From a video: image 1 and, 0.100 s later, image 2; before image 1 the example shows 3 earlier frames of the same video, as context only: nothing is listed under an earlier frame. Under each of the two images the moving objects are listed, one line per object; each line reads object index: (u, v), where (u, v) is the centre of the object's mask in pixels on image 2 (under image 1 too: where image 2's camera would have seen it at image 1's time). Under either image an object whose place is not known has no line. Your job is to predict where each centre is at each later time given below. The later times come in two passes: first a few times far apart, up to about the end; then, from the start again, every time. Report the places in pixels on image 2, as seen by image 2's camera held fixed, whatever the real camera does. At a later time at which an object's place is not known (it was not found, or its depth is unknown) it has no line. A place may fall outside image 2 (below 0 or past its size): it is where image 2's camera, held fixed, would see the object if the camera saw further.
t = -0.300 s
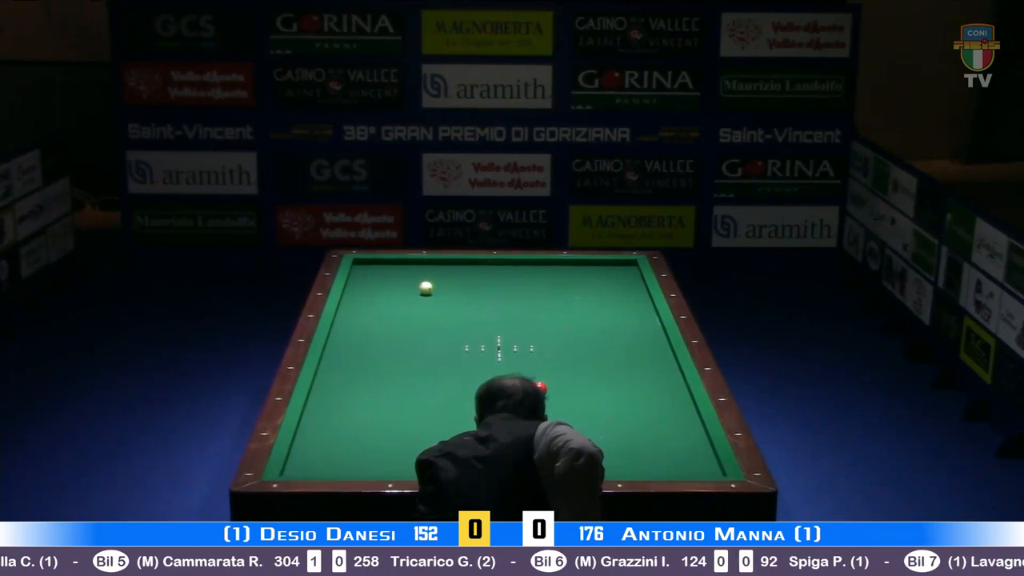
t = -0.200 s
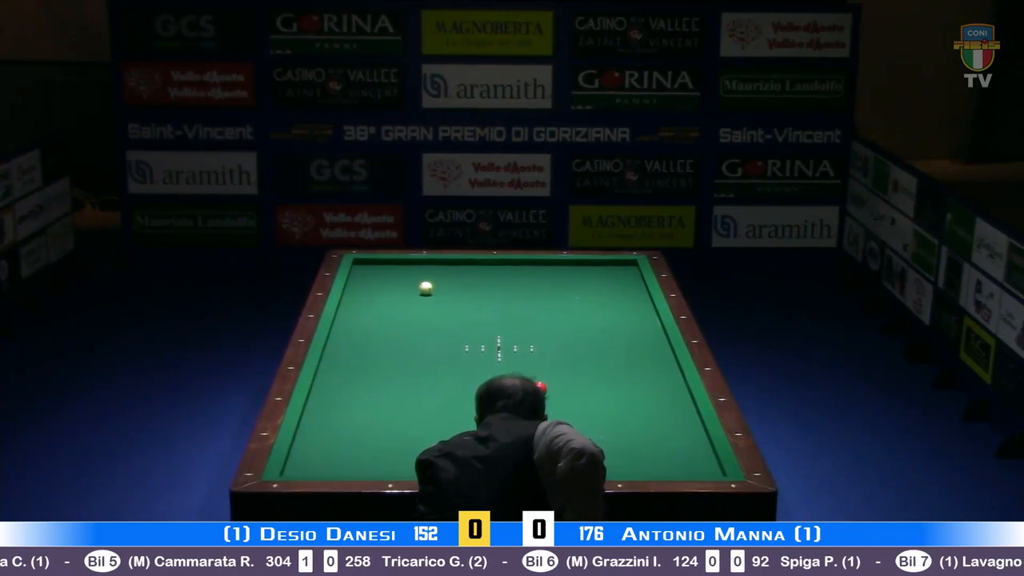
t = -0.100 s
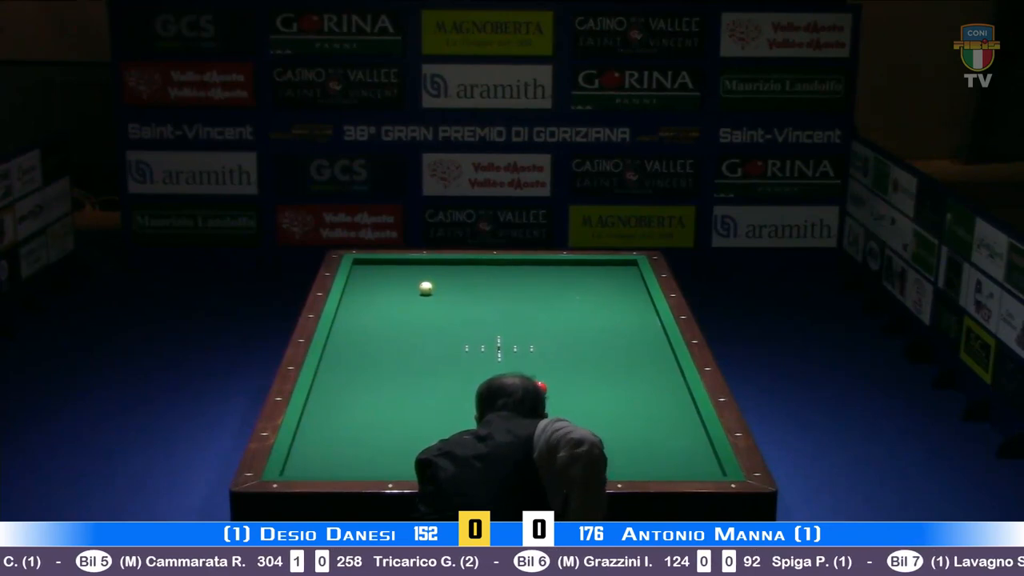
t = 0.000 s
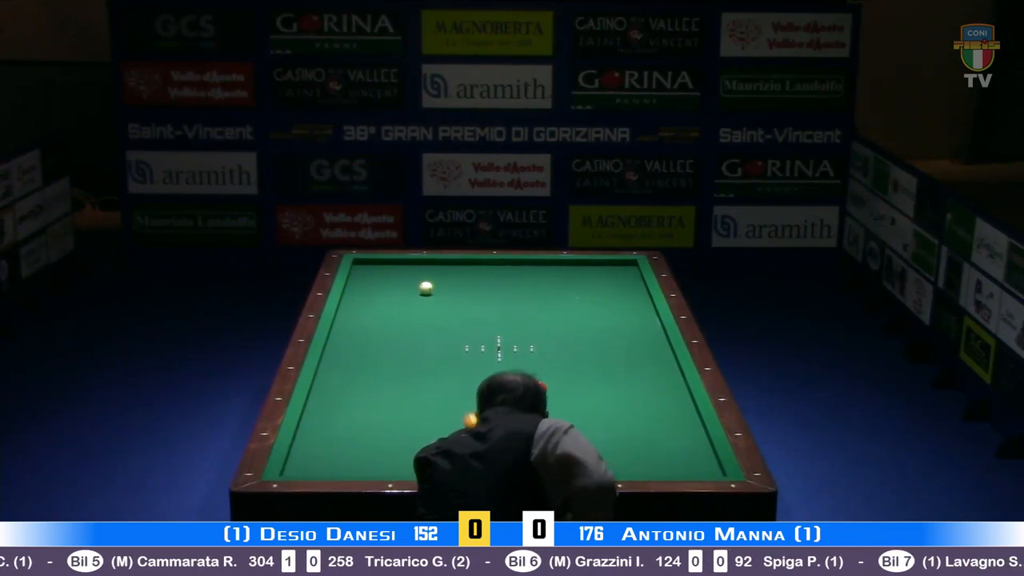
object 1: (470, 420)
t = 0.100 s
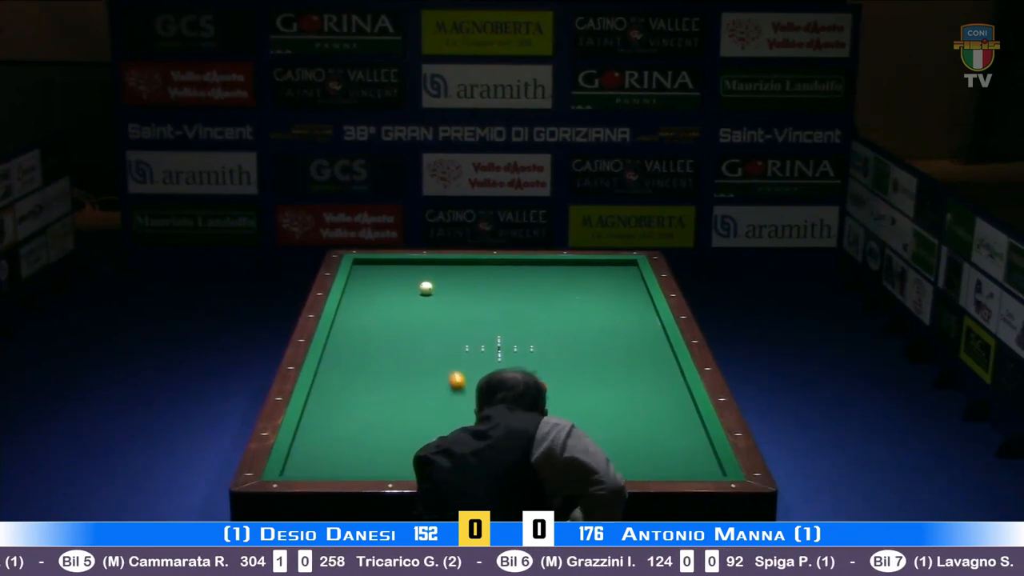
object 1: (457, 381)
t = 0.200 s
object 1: (444, 344)
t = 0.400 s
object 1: (422, 291)
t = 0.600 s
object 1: (390, 288)
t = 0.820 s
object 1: (359, 282)
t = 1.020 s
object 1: (367, 279)
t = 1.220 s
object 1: (381, 276)
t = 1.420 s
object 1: (394, 274)
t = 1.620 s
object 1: (408, 272)
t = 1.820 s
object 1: (421, 269)
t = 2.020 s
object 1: (433, 266)
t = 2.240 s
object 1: (446, 264)
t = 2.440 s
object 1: (457, 262)
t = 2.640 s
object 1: (466, 261)
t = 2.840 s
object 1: (474, 262)
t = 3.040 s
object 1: (481, 263)
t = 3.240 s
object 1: (488, 264)
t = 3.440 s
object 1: (494, 265)
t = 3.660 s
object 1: (504, 261)
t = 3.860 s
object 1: (507, 267)
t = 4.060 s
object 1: (510, 273)
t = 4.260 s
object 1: (518, 278)
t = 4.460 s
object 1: (520, 284)
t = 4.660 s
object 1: (524, 290)
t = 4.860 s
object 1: (528, 296)
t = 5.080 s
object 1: (532, 303)
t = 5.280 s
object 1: (536, 309)
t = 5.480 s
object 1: (542, 314)
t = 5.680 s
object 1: (547, 321)
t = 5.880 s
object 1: (548, 329)
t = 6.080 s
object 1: (552, 335)
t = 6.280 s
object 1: (556, 341)
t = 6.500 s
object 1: (560, 349)
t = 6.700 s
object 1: (565, 355)
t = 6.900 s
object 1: (569, 362)
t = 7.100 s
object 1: (573, 369)
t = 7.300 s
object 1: (578, 375)
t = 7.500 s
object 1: (582, 382)
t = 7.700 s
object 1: (586, 389)
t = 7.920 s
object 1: (591, 396)
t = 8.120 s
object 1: (595, 403)
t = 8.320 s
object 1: (600, 410)
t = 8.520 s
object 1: (604, 416)
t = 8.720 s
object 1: (609, 423)
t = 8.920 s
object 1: (613, 430)
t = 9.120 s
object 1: (618, 437)
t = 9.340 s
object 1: (622, 445)
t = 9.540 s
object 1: (627, 451)
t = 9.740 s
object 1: (631, 458)
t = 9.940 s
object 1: (636, 464)
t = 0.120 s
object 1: (454, 372)
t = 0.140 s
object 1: (451, 365)
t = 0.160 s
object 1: (448, 358)
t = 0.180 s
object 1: (446, 351)
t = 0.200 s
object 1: (444, 344)
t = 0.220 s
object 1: (441, 337)
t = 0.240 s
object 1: (440, 331)
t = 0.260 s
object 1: (437, 325)
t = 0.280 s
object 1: (435, 319)
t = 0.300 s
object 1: (433, 313)
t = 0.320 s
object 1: (431, 308)
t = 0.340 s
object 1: (429, 302)
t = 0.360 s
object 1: (427, 297)
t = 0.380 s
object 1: (425, 293)
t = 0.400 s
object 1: (422, 291)
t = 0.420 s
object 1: (419, 291)
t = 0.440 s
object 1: (416, 291)
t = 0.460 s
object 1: (412, 290)
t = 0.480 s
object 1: (409, 290)
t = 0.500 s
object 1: (406, 290)
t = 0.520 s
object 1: (402, 290)
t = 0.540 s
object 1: (399, 290)
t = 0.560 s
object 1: (396, 289)
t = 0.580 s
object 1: (393, 289)
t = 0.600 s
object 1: (390, 288)
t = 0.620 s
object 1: (387, 288)
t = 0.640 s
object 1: (384, 287)
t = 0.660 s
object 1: (381, 287)
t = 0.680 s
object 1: (378, 286)
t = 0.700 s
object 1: (375, 286)
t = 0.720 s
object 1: (372, 285)
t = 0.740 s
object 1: (369, 285)
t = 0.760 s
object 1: (367, 284)
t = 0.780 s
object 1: (364, 284)
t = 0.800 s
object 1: (361, 283)
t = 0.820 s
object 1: (359, 282)
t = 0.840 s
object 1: (356, 282)
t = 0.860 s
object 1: (353, 281)
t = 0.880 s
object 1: (352, 281)
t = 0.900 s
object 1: (354, 281)
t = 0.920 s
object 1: (357, 280)
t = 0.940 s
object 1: (358, 280)
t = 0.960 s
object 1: (361, 280)
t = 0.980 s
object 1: (363, 280)
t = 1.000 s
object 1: (365, 280)
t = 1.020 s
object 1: (367, 279)
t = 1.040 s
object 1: (368, 279)
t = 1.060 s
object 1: (370, 278)
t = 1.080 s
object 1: (371, 278)
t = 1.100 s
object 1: (372, 278)
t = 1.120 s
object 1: (374, 278)
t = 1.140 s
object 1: (375, 278)
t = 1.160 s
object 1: (377, 277)
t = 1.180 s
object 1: (378, 277)
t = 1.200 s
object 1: (380, 277)
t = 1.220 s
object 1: (381, 276)
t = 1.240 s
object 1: (382, 276)
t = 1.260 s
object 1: (384, 276)
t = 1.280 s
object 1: (385, 276)
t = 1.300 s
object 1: (387, 276)
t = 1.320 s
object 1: (388, 275)
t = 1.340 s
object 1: (389, 275)
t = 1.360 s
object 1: (390, 275)
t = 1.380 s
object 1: (392, 274)
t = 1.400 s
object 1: (393, 274)
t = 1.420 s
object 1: (394, 274)
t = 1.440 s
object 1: (396, 274)
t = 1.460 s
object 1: (397, 273)
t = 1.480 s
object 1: (399, 273)
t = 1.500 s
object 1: (400, 273)
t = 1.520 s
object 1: (401, 272)
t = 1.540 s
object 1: (403, 272)
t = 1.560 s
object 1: (404, 272)
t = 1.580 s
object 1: (405, 272)
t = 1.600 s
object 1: (407, 272)
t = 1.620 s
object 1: (408, 272)
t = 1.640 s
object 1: (409, 271)
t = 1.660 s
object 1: (410, 271)
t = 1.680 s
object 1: (412, 271)
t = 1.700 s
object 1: (413, 270)
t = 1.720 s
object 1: (414, 270)
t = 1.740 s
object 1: (416, 270)
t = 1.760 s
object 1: (417, 270)
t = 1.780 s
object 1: (418, 270)
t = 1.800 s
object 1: (419, 269)
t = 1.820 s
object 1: (421, 269)
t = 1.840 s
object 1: (422, 269)
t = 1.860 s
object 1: (423, 268)
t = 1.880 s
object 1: (424, 268)
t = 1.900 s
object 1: (425, 268)
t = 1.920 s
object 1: (427, 268)
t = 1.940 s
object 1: (428, 268)
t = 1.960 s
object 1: (429, 267)
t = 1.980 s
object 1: (431, 267)
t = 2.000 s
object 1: (432, 267)
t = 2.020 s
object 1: (433, 266)
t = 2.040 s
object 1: (434, 266)
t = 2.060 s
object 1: (435, 266)
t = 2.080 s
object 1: (436, 266)
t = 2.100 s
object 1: (437, 266)
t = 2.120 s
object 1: (439, 265)
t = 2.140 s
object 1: (440, 265)
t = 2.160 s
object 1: (441, 265)
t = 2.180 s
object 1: (443, 265)
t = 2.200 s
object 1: (443, 265)
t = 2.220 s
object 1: (445, 264)
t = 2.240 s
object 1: (446, 264)
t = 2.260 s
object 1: (447, 264)
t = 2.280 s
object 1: (448, 264)
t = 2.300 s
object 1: (449, 264)
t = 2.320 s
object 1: (451, 263)
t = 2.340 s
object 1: (451, 263)
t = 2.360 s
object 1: (452, 263)
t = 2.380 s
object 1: (454, 262)
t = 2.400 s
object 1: (455, 263)
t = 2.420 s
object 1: (456, 262)
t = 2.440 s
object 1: (457, 262)
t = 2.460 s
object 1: (458, 262)
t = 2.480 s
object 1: (459, 262)
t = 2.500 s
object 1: (460, 262)
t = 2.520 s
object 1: (461, 261)
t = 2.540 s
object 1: (462, 261)
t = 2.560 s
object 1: (463, 261)
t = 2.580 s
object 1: (464, 261)
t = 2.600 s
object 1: (465, 261)
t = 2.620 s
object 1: (465, 261)
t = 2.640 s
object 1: (466, 261)
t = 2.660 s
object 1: (467, 262)
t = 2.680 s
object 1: (468, 262)
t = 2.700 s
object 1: (469, 262)
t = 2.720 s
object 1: (469, 262)
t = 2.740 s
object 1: (470, 262)
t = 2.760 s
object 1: (471, 262)
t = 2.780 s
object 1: (471, 262)
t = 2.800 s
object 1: (472, 262)
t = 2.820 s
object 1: (473, 262)
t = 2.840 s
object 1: (474, 262)
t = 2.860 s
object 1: (474, 263)
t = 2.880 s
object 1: (475, 263)
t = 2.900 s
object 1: (476, 263)
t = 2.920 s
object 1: (476, 263)
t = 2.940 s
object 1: (477, 263)
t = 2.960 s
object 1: (478, 263)
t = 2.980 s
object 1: (479, 263)
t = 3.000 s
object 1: (480, 263)
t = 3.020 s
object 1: (480, 264)
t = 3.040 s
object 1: (481, 263)
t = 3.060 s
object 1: (482, 264)
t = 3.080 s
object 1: (482, 264)
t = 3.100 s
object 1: (483, 264)
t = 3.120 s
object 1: (484, 264)
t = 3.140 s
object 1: (485, 264)
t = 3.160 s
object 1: (485, 264)
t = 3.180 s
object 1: (486, 264)
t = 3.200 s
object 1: (486, 264)
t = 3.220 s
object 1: (487, 264)
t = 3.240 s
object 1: (488, 264)
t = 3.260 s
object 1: (488, 264)
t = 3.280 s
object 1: (489, 265)
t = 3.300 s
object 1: (489, 265)
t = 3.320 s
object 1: (490, 265)
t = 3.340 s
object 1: (491, 265)
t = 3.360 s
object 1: (492, 265)
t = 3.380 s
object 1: (493, 265)
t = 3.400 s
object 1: (493, 265)
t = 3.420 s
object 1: (494, 265)
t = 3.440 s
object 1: (494, 265)
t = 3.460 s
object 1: (495, 265)
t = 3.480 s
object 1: (496, 264)
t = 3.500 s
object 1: (496, 264)
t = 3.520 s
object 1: (497, 263)
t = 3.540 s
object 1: (497, 263)
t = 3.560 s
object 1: (498, 262)
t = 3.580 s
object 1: (499, 262)
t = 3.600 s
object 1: (501, 262)
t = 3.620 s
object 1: (502, 262)
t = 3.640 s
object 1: (503, 261)
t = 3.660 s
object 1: (504, 261)
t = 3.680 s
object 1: (505, 261)
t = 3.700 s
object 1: (505, 261)
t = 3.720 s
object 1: (506, 262)
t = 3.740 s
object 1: (506, 263)
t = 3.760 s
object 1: (506, 264)
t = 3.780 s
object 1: (507, 264)
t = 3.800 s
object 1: (506, 265)
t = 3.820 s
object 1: (507, 266)
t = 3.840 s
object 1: (507, 266)
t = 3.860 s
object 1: (507, 267)
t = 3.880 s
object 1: (508, 268)
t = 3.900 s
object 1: (508, 268)
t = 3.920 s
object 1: (508, 269)
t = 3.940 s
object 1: (509, 269)
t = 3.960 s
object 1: (509, 270)
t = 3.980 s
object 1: (509, 270)
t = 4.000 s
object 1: (509, 271)
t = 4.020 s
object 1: (510, 272)
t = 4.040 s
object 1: (510, 272)
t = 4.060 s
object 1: (510, 273)
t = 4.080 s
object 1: (511, 273)
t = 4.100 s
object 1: (511, 274)
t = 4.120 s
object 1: (511, 275)
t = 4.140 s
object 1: (511, 275)
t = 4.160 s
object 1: (511, 276)
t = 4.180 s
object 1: (510, 276)
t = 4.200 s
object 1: (514, 277)
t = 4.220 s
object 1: (519, 276)
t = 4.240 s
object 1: (519, 277)
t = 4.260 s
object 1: (518, 278)
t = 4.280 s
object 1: (517, 279)
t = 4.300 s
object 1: (517, 279)
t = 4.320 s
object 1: (517, 280)
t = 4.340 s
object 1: (518, 281)
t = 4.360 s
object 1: (518, 281)
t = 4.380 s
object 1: (518, 282)
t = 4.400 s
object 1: (519, 283)
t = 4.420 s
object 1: (519, 283)
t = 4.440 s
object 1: (519, 284)
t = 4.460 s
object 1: (520, 284)
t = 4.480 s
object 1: (520, 285)
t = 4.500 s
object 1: (521, 286)
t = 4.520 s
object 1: (521, 286)
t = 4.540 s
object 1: (521, 287)
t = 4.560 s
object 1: (522, 287)
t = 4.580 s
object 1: (522, 288)
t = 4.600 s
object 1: (522, 289)
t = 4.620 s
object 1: (523, 289)
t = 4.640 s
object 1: (523, 290)
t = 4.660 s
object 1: (524, 290)
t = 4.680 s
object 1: (524, 291)
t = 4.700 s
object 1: (524, 292)
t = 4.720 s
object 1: (525, 292)
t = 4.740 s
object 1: (525, 293)
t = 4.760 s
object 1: (526, 293)
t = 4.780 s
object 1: (526, 294)
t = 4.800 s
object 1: (526, 294)
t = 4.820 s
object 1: (527, 295)
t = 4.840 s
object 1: (527, 296)
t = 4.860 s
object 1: (528, 296)
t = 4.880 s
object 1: (528, 297)
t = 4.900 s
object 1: (528, 298)
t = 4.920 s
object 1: (529, 298)
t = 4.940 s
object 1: (530, 299)
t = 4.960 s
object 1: (530, 299)
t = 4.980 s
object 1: (530, 300)
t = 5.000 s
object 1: (531, 300)
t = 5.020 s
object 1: (531, 301)
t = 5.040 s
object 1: (532, 302)
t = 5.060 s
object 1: (532, 302)
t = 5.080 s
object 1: (532, 303)
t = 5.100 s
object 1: (533, 303)
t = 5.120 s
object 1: (533, 304)
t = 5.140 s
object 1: (533, 304)
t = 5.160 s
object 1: (534, 305)
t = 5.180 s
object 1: (535, 305)
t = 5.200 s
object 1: (535, 306)
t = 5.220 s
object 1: (535, 306)
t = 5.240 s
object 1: (536, 307)
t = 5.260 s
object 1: (536, 308)
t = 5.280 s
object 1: (536, 309)
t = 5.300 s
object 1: (537, 309)
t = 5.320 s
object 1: (537, 309)
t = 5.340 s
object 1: (538, 310)
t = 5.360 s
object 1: (538, 310)
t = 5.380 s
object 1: (539, 311)
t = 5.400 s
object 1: (540, 312)
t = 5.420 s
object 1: (540, 312)
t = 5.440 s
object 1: (541, 313)
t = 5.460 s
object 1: (542, 313)
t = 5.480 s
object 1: (542, 314)
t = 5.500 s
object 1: (543, 314)
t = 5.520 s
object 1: (543, 315)
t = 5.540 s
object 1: (544, 315)
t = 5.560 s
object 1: (545, 316)
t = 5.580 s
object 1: (545, 317)
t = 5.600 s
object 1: (546, 318)
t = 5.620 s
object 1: (546, 319)
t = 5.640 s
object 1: (546, 319)
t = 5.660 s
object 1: (547, 320)
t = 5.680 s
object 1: (547, 321)
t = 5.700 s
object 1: (547, 322)
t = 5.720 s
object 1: (547, 323)
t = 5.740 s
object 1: (548, 324)
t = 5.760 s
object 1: (548, 324)
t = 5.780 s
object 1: (548, 325)
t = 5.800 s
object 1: (548, 326)
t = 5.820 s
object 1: (548, 326)
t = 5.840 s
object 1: (548, 327)
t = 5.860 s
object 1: (548, 328)
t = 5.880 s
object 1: (548, 329)
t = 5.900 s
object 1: (549, 329)
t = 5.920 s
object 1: (549, 329)
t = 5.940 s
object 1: (549, 330)
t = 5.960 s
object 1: (550, 331)
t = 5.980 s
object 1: (550, 331)
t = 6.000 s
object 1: (550, 332)
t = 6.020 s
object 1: (551, 333)
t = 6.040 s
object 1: (551, 334)
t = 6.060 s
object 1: (552, 334)
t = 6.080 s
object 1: (552, 335)
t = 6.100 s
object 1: (552, 335)
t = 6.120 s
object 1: (553, 336)
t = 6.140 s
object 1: (553, 337)
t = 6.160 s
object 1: (553, 337)
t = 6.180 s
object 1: (554, 338)
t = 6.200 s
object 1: (554, 339)
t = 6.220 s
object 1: (555, 339)
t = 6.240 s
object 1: (555, 340)
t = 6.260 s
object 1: (555, 340)
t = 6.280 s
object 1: (556, 341)
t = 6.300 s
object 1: (556, 342)
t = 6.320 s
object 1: (557, 342)
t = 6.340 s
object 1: (558, 343)
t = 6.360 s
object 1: (558, 344)
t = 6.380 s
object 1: (558, 344)
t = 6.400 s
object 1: (558, 345)
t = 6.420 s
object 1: (559, 346)
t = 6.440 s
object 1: (559, 346)
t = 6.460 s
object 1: (560, 347)
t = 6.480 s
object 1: (560, 348)
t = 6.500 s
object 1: (560, 349)
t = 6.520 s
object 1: (561, 349)
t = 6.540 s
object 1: (561, 350)
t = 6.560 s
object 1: (562, 350)
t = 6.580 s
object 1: (562, 351)
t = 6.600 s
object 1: (562, 352)
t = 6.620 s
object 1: (563, 352)
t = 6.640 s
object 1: (564, 353)
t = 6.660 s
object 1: (564, 354)
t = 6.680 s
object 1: (564, 355)
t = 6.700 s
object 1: (565, 355)
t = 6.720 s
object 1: (565, 356)
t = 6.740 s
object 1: (566, 356)
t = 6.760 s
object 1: (566, 357)
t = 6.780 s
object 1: (566, 358)
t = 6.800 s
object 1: (567, 358)
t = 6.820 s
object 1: (568, 359)
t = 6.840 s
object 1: (568, 360)
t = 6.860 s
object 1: (568, 360)
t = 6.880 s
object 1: (569, 361)
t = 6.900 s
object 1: (569, 362)
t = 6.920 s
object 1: (569, 362)
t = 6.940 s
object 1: (570, 363)
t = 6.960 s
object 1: (570, 364)
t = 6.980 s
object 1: (571, 364)
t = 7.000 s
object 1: (571, 365)
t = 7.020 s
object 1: (571, 366)
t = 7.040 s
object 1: (572, 367)
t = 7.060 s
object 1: (572, 367)
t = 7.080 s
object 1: (573, 368)
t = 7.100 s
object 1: (573, 369)
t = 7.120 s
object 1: (573, 369)
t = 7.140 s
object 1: (574, 370)
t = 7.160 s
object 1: (574, 370)
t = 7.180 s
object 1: (575, 371)
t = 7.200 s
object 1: (575, 372)
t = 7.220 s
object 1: (576, 372)
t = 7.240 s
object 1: (576, 373)
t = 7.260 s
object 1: (577, 374)
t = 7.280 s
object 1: (577, 374)
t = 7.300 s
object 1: (578, 375)
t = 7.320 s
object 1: (578, 376)
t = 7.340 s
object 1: (578, 376)
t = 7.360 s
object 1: (579, 377)
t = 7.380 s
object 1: (579, 378)
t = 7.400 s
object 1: (580, 379)
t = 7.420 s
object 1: (580, 379)
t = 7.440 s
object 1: (581, 380)
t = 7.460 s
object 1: (581, 380)
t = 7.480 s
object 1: (581, 381)
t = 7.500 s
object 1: (582, 382)
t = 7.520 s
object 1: (582, 382)
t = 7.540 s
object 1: (583, 383)
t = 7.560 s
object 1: (583, 384)
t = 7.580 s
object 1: (583, 385)
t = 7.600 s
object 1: (584, 385)
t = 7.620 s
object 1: (584, 386)
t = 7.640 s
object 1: (585, 387)
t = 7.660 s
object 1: (585, 387)
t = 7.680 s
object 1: (586, 388)
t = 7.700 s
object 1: (586, 389)
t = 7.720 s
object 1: (586, 389)
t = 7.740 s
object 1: (587, 390)
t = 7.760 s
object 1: (587, 391)
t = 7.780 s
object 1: (588, 391)
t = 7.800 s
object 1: (588, 392)
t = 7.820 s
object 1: (589, 393)
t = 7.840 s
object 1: (589, 393)
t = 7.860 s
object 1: (589, 394)
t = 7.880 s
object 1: (590, 395)
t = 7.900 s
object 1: (590, 396)
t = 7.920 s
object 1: (591, 396)
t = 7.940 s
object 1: (591, 397)
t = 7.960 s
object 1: (592, 398)
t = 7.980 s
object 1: (592, 398)
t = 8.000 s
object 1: (592, 399)
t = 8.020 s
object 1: (593, 400)
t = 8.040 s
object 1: (593, 400)
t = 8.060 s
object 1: (594, 401)
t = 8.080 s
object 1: (594, 401)
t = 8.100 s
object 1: (595, 402)
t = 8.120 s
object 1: (595, 403)
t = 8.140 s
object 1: (596, 403)
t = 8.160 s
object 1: (596, 404)
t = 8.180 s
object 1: (596, 405)
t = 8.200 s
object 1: (597, 406)
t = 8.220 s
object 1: (597, 406)
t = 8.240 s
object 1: (598, 407)
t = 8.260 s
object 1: (598, 408)
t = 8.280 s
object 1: (599, 408)
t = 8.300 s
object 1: (599, 409)
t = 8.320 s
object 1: (600, 410)
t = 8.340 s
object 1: (600, 410)
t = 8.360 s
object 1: (601, 411)
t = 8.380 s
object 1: (601, 411)
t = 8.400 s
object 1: (602, 412)
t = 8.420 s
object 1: (602, 413)
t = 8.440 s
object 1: (602, 413)
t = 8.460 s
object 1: (603, 414)
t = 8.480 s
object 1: (603, 415)
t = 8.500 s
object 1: (604, 416)
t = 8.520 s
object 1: (604, 416)
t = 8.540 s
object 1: (604, 417)
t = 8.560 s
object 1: (605, 418)
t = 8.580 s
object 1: (606, 418)
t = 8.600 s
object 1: (606, 419)
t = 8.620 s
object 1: (606, 420)
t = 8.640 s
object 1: (607, 420)
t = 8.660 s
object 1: (607, 421)
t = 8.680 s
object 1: (608, 422)
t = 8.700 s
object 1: (608, 423)
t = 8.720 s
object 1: (609, 423)
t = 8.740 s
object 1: (609, 424)
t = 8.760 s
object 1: (609, 425)
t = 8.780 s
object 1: (610, 425)
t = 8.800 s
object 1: (610, 426)
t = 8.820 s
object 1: (611, 427)
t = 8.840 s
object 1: (611, 427)
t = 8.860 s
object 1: (612, 428)
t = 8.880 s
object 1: (612, 429)
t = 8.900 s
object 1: (612, 430)
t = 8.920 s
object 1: (613, 430)
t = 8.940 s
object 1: (614, 431)
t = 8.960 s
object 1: (614, 432)
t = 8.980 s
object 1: (615, 432)
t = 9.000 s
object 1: (615, 433)
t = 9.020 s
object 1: (615, 434)
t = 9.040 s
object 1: (616, 434)
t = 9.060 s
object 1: (616, 435)
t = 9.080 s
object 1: (617, 436)
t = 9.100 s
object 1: (617, 437)
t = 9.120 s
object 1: (618, 437)
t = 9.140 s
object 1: (618, 438)
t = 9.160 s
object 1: (618, 439)
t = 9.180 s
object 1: (619, 439)
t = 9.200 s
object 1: (619, 440)
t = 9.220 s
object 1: (620, 441)
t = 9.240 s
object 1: (620, 441)
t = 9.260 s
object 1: (620, 442)
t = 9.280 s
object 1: (621, 443)
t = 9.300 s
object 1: (621, 443)
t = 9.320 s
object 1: (622, 444)
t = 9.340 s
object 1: (622, 445)
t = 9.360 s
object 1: (623, 446)
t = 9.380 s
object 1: (623, 446)
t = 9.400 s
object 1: (624, 447)
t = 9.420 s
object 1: (624, 448)
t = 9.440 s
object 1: (625, 448)
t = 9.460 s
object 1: (625, 449)
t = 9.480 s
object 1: (625, 449)
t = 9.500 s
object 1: (626, 450)
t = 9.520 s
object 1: (626, 451)
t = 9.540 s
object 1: (627, 451)
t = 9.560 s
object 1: (627, 452)
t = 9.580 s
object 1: (628, 453)
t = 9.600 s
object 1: (628, 453)
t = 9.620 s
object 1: (629, 454)
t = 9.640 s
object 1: (629, 455)
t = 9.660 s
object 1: (630, 456)
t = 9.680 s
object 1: (630, 456)
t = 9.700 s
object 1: (630, 457)
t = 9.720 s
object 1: (631, 457)
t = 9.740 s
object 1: (631, 458)
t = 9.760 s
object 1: (632, 459)
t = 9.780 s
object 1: (632, 459)
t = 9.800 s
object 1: (633, 460)
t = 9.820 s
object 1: (633, 461)
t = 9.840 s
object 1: (633, 461)
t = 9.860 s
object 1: (634, 462)
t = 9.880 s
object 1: (634, 462)
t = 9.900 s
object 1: (635, 463)
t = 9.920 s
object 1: (635, 464)
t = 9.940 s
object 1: (636, 464)
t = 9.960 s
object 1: (636, 465)
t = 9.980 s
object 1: (636, 466)
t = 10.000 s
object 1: (637, 466)
